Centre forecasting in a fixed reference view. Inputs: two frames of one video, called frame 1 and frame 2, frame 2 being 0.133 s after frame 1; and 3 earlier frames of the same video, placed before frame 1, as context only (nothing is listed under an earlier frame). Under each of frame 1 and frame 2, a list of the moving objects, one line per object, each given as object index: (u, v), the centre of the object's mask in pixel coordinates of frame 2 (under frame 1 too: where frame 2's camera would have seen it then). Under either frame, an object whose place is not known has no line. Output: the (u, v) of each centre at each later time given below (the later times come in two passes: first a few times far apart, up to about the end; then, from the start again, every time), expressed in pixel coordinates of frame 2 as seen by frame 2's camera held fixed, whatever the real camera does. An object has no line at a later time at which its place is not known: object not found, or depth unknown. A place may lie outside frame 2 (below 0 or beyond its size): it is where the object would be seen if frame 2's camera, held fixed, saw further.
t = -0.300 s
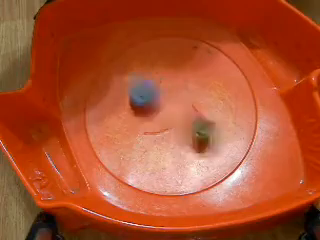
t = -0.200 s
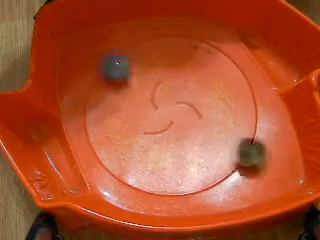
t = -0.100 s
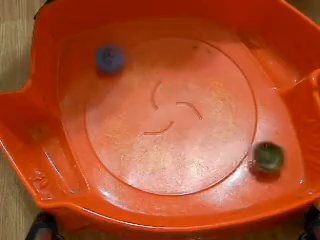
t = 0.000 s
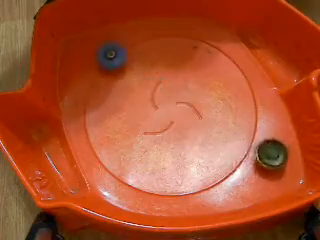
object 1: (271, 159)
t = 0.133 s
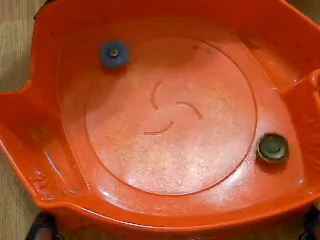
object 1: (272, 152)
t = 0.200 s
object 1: (271, 149)
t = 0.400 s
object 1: (260, 139)
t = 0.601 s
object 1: (239, 130)
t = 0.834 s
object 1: (210, 124)
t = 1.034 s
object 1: (196, 125)
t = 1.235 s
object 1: (190, 132)
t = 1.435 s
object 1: (183, 126)
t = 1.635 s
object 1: (177, 122)
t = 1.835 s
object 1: (173, 118)
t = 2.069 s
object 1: (172, 111)
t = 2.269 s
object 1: (174, 107)
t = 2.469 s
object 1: (168, 97)
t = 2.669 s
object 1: (167, 99)
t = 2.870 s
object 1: (167, 101)
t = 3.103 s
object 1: (170, 102)
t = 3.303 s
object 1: (174, 107)
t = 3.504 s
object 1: (179, 105)
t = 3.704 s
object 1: (178, 103)
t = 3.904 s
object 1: (179, 102)
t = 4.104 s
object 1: (178, 103)
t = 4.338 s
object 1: (179, 103)
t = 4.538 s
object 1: (183, 99)
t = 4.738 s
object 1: (183, 98)
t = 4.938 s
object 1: (180, 96)
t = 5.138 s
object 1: (187, 89)
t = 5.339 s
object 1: (183, 89)
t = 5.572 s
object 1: (181, 94)
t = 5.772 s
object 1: (180, 101)
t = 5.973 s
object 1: (205, 103)
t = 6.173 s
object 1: (201, 104)
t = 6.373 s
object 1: (196, 105)
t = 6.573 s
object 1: (191, 108)
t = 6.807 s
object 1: (191, 112)
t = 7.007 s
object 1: (188, 114)
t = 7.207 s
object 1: (206, 118)
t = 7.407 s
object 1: (212, 118)
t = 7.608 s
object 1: (210, 117)
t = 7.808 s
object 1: (204, 116)
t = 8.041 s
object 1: (200, 115)
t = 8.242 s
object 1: (201, 115)
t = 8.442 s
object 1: (201, 114)
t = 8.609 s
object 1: (199, 111)
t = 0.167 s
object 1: (272, 151)
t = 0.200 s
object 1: (271, 149)
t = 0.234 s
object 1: (269, 148)
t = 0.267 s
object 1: (268, 146)
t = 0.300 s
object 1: (267, 145)
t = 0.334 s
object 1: (265, 143)
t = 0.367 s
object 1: (262, 142)
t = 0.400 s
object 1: (260, 139)
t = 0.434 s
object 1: (256, 138)
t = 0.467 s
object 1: (253, 135)
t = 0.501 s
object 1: (249, 133)
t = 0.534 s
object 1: (246, 132)
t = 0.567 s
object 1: (242, 131)
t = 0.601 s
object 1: (239, 130)
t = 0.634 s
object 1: (235, 128)
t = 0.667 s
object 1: (230, 127)
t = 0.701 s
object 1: (226, 127)
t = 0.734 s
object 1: (222, 126)
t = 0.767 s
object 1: (218, 126)
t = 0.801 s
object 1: (214, 125)
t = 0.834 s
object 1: (210, 124)
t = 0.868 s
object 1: (207, 124)
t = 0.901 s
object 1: (204, 124)
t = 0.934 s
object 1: (201, 123)
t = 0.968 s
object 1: (198, 123)
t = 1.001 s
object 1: (196, 123)
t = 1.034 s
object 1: (196, 125)
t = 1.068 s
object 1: (196, 129)
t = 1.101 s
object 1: (195, 132)
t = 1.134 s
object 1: (194, 133)
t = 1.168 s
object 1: (193, 133)
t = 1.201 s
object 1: (191, 132)
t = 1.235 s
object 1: (190, 132)
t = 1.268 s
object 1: (188, 131)
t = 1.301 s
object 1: (187, 130)
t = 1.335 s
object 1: (186, 129)
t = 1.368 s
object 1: (185, 129)
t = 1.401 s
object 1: (184, 127)
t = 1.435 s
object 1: (183, 126)
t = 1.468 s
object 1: (182, 126)
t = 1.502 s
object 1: (181, 125)
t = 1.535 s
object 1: (180, 124)
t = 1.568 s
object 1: (179, 124)
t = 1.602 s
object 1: (178, 123)
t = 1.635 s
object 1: (177, 122)
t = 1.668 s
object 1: (176, 121)
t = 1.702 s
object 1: (175, 120)
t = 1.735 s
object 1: (175, 120)
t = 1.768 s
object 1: (175, 119)
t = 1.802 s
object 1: (174, 119)
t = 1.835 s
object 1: (173, 118)
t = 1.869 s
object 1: (173, 117)
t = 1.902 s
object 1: (172, 116)
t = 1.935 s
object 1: (172, 115)
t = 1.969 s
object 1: (172, 114)
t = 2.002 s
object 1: (172, 113)
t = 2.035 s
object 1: (172, 112)
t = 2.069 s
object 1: (172, 111)
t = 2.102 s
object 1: (172, 110)
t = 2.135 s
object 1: (173, 110)
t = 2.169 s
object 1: (173, 109)
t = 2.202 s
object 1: (173, 108)
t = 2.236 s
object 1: (174, 107)
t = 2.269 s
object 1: (174, 107)
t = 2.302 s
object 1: (175, 106)
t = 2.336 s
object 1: (175, 105)
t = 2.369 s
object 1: (173, 103)
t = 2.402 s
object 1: (171, 100)
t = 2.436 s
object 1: (169, 98)
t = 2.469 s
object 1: (168, 97)
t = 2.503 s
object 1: (168, 97)
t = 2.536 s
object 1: (167, 97)
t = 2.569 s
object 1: (167, 97)
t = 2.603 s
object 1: (167, 98)
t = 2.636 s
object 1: (167, 98)
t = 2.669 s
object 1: (167, 99)
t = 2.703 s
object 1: (167, 99)
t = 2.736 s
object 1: (167, 99)
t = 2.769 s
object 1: (167, 100)
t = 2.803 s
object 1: (167, 100)
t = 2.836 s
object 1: (167, 100)
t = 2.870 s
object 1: (167, 101)
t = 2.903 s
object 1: (167, 101)
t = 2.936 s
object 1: (167, 101)
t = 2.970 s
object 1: (168, 101)
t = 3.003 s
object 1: (168, 101)
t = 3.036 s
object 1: (169, 101)
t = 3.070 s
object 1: (170, 101)
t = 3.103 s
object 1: (170, 102)
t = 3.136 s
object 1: (171, 102)
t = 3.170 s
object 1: (171, 102)
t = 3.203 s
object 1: (172, 103)
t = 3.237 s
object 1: (173, 104)
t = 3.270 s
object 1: (173, 105)
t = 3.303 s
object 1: (174, 107)
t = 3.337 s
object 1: (174, 107)
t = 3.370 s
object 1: (174, 107)
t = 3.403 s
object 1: (176, 107)
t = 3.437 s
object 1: (178, 106)
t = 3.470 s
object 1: (179, 105)
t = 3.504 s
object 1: (179, 105)
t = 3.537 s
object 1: (180, 104)
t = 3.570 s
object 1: (180, 103)
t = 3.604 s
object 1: (180, 103)
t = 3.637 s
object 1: (179, 103)
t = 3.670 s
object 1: (178, 103)
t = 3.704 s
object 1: (178, 103)
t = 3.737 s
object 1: (178, 103)
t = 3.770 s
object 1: (178, 102)
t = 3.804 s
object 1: (179, 102)
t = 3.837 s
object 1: (179, 103)
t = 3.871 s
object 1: (179, 102)
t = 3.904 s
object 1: (179, 102)
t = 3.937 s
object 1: (178, 102)
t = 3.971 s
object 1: (178, 103)
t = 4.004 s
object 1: (178, 102)
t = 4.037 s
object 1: (179, 102)
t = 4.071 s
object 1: (178, 103)
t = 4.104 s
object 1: (178, 103)
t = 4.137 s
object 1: (178, 103)
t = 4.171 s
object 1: (178, 103)
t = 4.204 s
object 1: (178, 102)
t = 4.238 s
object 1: (178, 102)
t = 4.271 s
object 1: (178, 103)
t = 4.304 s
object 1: (178, 103)
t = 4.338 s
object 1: (179, 103)
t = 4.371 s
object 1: (179, 102)
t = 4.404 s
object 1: (179, 102)
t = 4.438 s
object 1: (179, 103)
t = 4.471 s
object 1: (180, 102)
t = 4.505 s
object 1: (180, 101)
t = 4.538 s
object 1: (183, 99)
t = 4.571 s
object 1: (185, 99)
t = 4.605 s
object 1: (185, 99)
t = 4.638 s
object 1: (185, 99)
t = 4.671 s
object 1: (185, 98)
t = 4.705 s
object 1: (184, 98)
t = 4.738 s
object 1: (183, 98)
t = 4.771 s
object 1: (182, 98)
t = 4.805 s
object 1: (182, 97)
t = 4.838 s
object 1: (181, 97)
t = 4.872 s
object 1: (180, 97)
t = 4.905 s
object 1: (180, 97)
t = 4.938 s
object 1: (180, 96)
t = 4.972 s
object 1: (179, 96)
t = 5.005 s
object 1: (183, 93)
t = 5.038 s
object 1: (187, 91)
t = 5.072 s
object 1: (189, 89)
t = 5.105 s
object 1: (188, 89)
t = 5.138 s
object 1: (187, 89)
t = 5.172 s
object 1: (186, 89)
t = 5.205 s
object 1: (186, 89)
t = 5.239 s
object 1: (185, 88)
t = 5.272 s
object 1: (184, 89)
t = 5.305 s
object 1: (184, 89)
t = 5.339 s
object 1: (183, 89)
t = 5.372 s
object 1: (183, 90)
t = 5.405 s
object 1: (183, 90)
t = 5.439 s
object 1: (182, 91)
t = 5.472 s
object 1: (182, 92)
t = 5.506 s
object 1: (182, 93)
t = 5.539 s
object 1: (181, 94)
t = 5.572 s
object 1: (181, 94)
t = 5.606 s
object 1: (181, 95)
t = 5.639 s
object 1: (180, 97)
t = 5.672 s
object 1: (180, 98)
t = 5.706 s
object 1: (180, 99)
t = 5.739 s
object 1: (180, 100)
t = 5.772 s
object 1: (180, 101)
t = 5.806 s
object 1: (179, 101)
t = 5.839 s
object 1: (184, 103)
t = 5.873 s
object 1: (193, 101)
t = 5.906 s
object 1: (198, 102)
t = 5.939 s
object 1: (202, 102)
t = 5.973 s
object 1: (205, 103)
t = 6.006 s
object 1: (205, 104)
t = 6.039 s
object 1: (205, 104)
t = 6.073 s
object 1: (204, 104)
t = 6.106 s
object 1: (203, 104)
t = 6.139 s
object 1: (202, 104)
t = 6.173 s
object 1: (201, 104)
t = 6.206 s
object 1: (200, 104)
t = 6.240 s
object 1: (199, 104)
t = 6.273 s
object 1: (198, 104)
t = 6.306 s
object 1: (198, 104)
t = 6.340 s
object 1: (197, 105)
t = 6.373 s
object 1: (196, 105)
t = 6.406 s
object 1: (195, 106)
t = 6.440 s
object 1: (194, 107)
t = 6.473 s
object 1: (192, 108)
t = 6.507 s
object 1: (191, 108)
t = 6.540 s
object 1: (191, 108)
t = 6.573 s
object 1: (191, 108)
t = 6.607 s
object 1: (190, 109)
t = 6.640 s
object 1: (189, 109)
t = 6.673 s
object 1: (188, 110)
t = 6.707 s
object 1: (187, 110)
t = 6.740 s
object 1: (186, 111)
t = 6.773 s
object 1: (188, 112)
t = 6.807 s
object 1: (191, 112)
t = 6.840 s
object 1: (192, 113)
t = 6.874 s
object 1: (192, 113)
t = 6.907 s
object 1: (191, 114)
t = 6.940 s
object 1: (190, 114)
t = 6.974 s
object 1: (189, 114)
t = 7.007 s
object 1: (188, 114)
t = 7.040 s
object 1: (187, 114)
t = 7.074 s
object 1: (186, 114)
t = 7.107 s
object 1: (185, 113)
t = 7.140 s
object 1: (190, 114)
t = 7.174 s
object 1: (200, 115)
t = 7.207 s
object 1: (206, 118)
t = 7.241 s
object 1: (211, 119)
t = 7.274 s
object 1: (212, 120)
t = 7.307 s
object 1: (213, 120)
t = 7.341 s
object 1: (213, 120)
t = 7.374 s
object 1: (213, 119)
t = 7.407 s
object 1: (212, 118)
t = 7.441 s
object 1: (212, 118)
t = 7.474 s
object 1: (212, 117)
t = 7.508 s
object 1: (212, 117)
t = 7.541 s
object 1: (211, 117)
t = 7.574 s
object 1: (211, 117)
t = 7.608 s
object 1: (210, 117)
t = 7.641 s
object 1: (209, 116)
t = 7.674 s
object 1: (208, 116)
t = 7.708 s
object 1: (207, 116)
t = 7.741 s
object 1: (207, 116)
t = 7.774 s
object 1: (205, 116)
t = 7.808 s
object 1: (204, 116)
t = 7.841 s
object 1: (203, 116)
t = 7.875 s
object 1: (201, 116)
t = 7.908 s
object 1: (199, 116)
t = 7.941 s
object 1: (199, 116)
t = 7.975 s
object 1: (200, 115)
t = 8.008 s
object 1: (200, 115)
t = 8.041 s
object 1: (200, 115)
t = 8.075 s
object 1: (200, 115)
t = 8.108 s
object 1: (200, 115)
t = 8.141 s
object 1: (201, 115)
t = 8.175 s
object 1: (201, 115)
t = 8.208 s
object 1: (201, 115)
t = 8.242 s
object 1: (201, 115)
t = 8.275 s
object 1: (201, 115)
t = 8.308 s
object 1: (201, 115)
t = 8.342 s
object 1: (202, 115)
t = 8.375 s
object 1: (202, 115)
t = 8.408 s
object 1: (202, 114)
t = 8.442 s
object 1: (201, 114)
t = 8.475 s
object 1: (201, 113)
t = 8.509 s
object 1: (200, 112)
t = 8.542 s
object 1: (199, 111)
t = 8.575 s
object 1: (199, 111)
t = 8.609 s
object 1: (199, 111)
